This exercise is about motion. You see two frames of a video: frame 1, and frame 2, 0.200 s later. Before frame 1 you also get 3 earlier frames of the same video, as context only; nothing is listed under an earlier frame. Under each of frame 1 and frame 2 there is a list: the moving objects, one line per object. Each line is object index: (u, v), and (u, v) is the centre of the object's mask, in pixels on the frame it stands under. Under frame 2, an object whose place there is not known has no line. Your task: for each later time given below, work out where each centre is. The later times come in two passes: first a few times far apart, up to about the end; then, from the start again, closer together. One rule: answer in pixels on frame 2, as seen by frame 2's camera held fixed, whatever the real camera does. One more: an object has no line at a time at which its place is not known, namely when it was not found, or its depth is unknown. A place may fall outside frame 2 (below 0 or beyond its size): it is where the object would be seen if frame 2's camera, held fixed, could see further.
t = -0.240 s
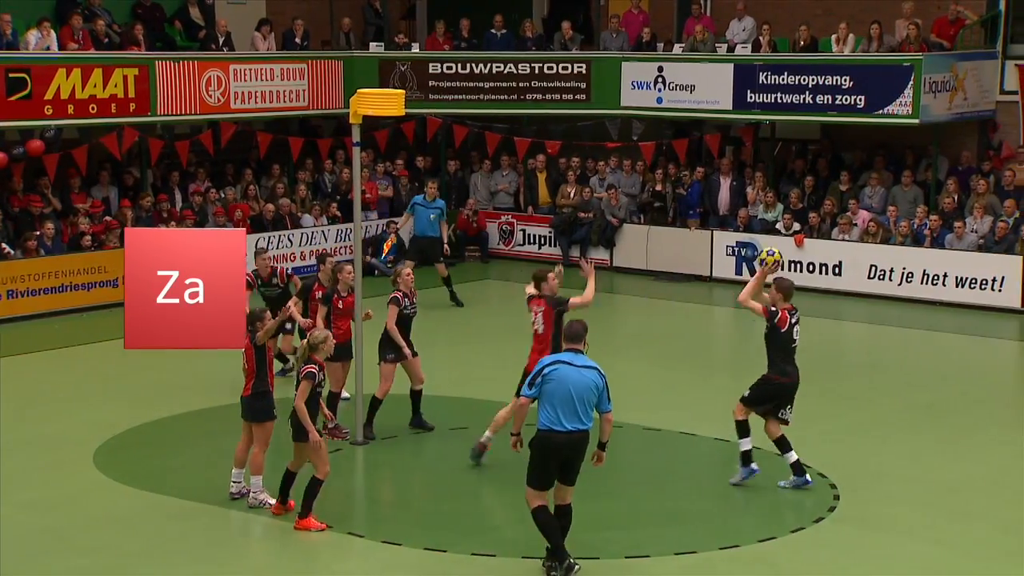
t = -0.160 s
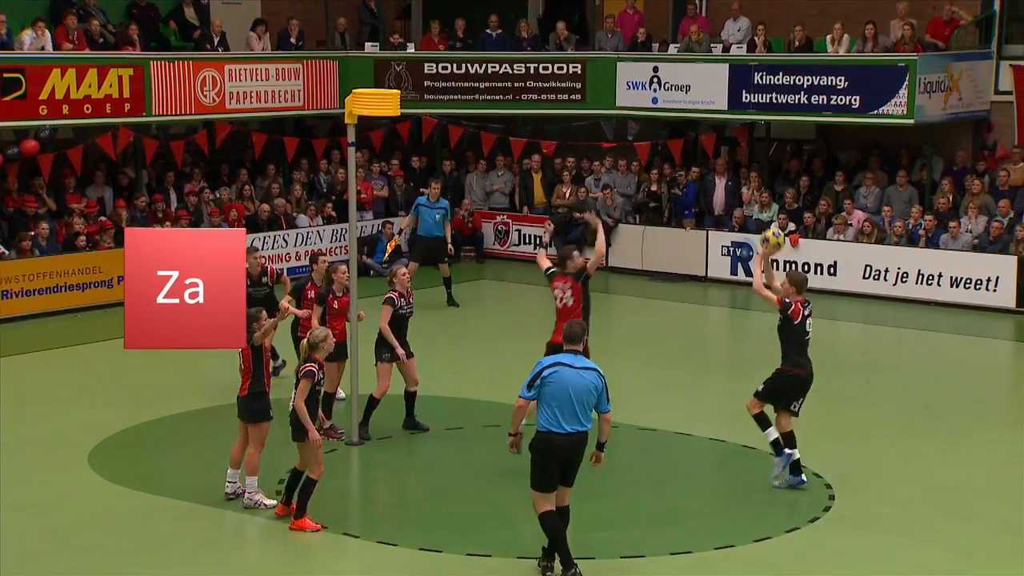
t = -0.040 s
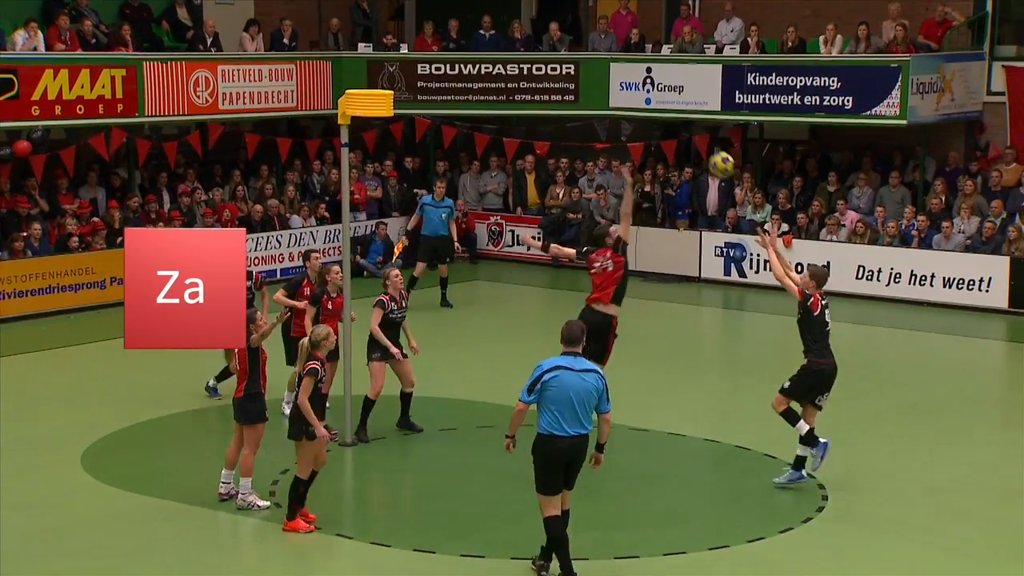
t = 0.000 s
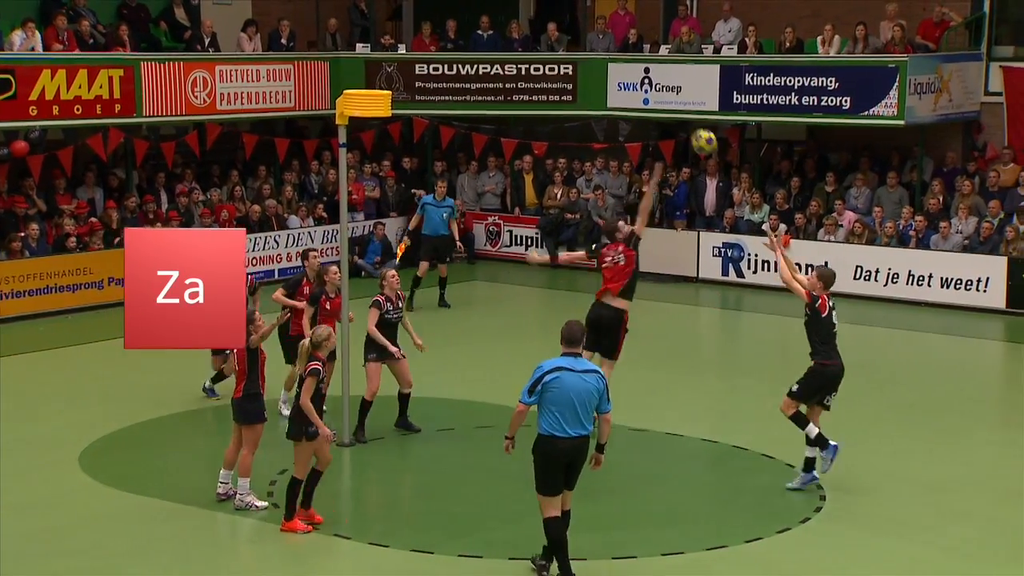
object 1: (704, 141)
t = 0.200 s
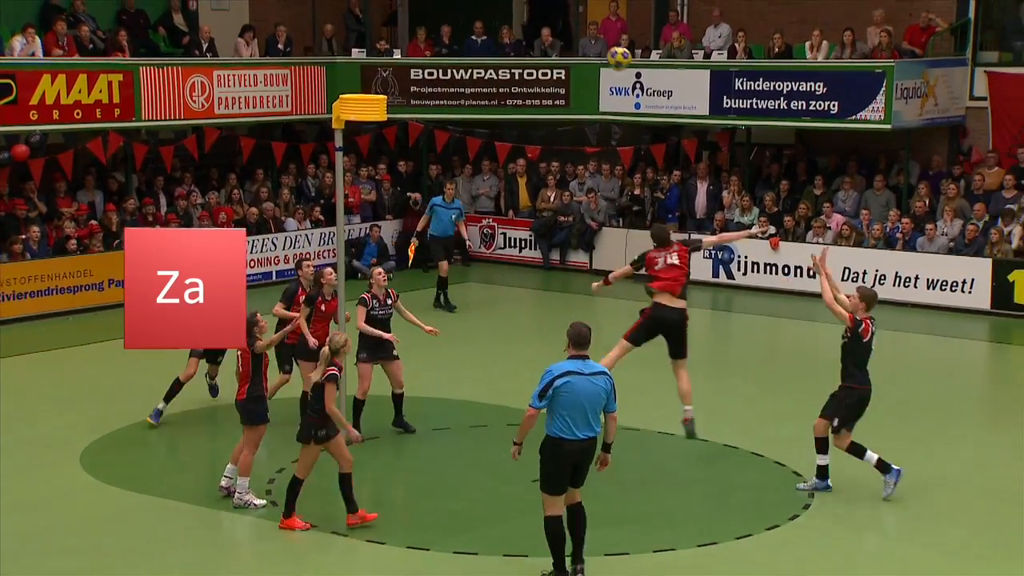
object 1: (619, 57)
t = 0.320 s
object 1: (573, 27)
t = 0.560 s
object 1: (485, 10)
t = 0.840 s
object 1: (388, 65)
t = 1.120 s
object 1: (369, 135)
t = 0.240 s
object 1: (604, 46)
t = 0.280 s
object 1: (587, 35)
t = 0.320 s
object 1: (573, 27)
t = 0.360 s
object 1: (558, 20)
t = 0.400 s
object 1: (543, 15)
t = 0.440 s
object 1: (529, 11)
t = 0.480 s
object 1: (515, 9)
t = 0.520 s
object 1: (500, 9)
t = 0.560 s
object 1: (485, 10)
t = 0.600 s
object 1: (471, 13)
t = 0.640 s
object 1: (456, 18)
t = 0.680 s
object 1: (443, 24)
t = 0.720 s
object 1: (429, 32)
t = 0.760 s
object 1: (415, 41)
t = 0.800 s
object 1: (402, 52)
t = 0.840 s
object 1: (388, 65)
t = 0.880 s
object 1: (374, 79)
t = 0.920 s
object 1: (362, 90)
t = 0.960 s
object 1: (353, 94)
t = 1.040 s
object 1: (360, 119)
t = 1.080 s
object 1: (364, 124)
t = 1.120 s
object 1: (369, 135)
